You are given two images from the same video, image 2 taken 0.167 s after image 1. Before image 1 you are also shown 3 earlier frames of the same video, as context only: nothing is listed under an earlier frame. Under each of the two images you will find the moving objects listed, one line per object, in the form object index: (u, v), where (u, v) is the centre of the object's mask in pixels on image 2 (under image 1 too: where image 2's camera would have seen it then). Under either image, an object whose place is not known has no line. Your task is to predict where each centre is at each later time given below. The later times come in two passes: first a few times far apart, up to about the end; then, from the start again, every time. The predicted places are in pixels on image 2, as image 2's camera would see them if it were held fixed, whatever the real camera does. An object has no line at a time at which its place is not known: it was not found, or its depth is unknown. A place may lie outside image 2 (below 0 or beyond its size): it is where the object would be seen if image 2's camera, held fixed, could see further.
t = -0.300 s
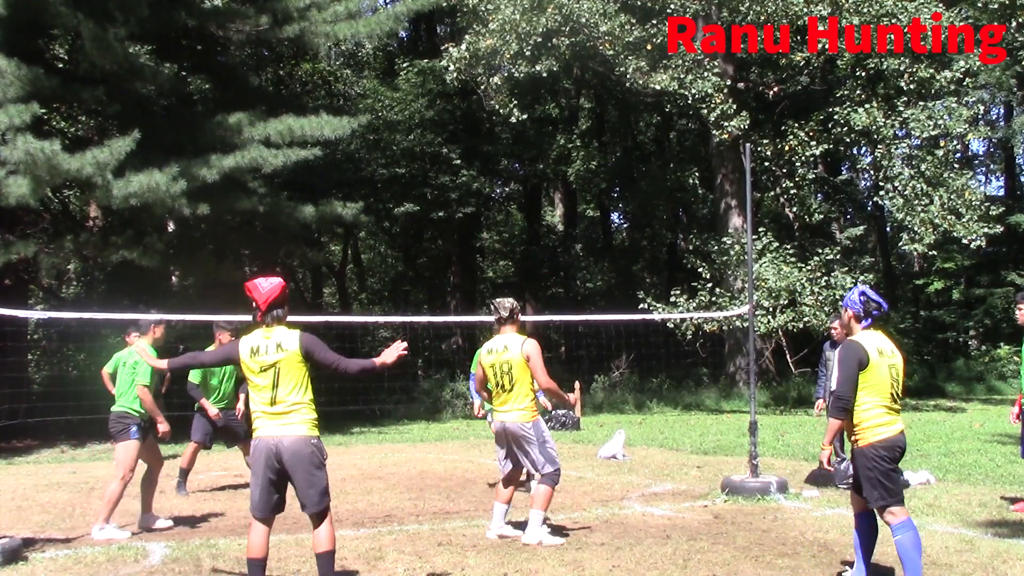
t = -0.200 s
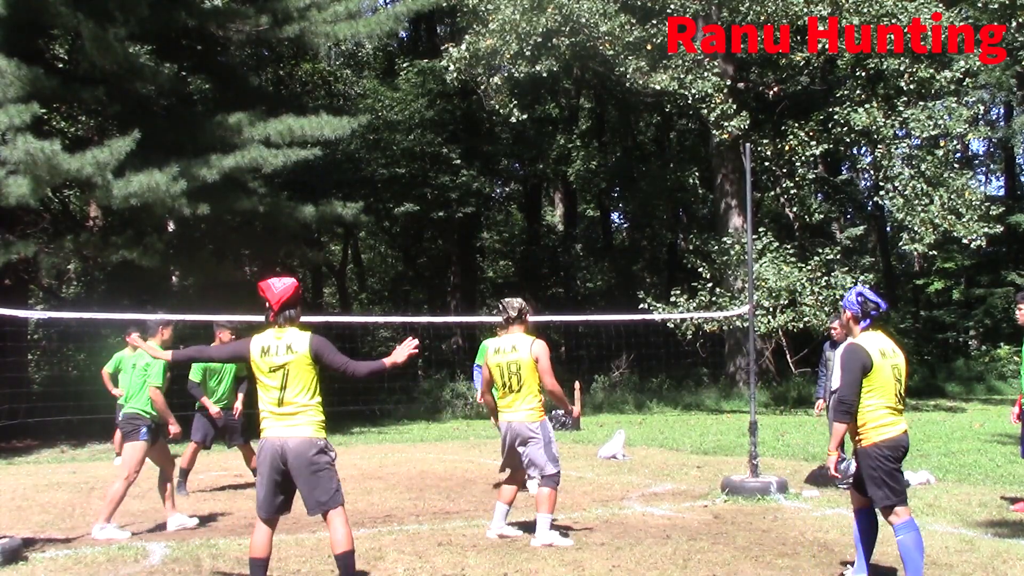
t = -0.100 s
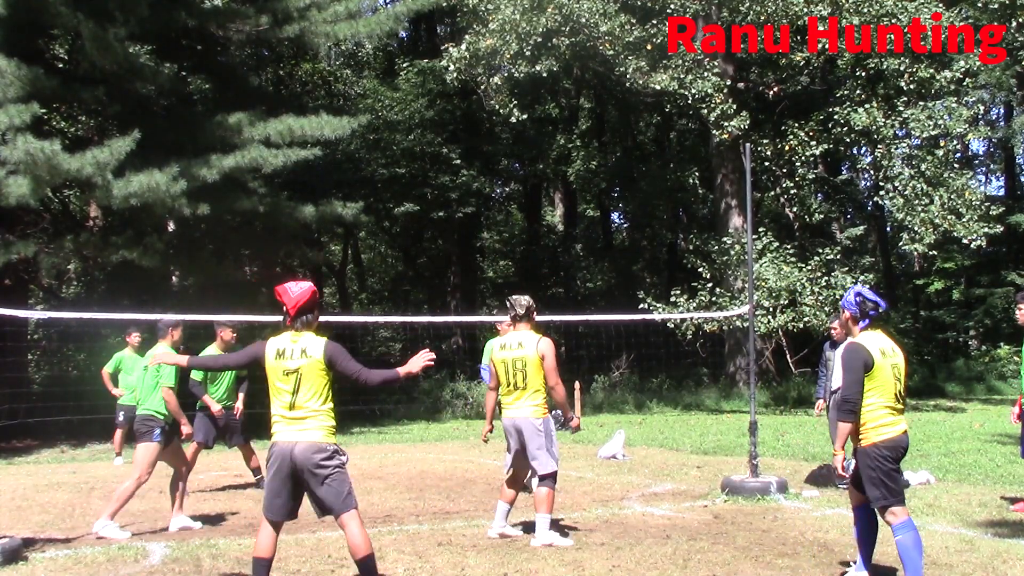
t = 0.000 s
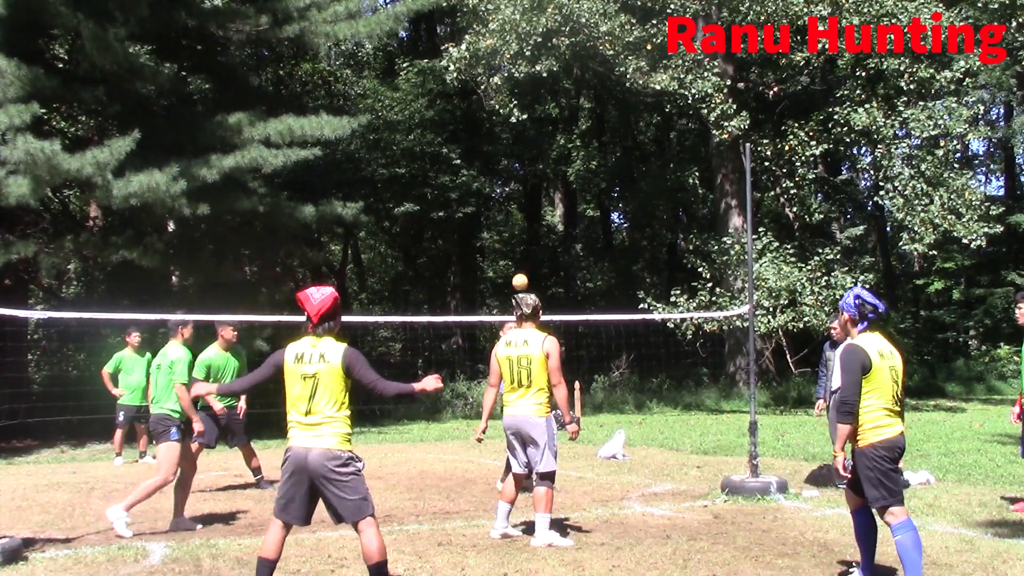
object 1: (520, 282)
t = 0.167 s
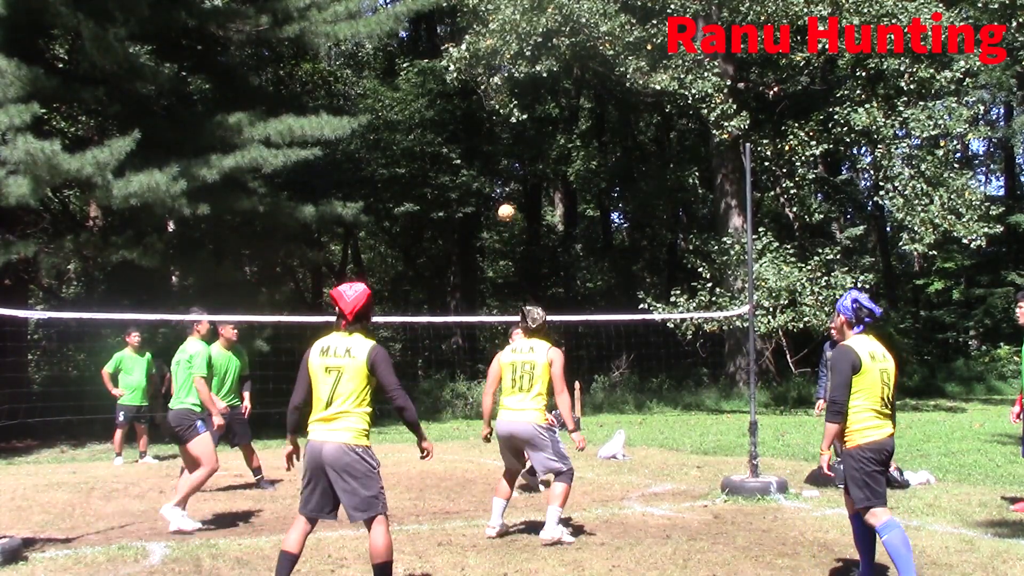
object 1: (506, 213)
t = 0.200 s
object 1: (503, 202)
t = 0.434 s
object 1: (483, 163)
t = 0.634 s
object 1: (466, 182)
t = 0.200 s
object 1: (503, 202)
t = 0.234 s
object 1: (500, 193)
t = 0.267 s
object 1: (497, 185)
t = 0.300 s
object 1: (494, 179)
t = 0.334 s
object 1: (492, 172)
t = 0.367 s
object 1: (489, 168)
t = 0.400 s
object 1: (486, 165)
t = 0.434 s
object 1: (483, 163)
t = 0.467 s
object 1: (480, 162)
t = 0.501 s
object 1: (477, 163)
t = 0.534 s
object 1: (474, 166)
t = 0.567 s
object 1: (471, 169)
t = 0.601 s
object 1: (468, 175)
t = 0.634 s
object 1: (466, 182)
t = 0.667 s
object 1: (463, 190)
